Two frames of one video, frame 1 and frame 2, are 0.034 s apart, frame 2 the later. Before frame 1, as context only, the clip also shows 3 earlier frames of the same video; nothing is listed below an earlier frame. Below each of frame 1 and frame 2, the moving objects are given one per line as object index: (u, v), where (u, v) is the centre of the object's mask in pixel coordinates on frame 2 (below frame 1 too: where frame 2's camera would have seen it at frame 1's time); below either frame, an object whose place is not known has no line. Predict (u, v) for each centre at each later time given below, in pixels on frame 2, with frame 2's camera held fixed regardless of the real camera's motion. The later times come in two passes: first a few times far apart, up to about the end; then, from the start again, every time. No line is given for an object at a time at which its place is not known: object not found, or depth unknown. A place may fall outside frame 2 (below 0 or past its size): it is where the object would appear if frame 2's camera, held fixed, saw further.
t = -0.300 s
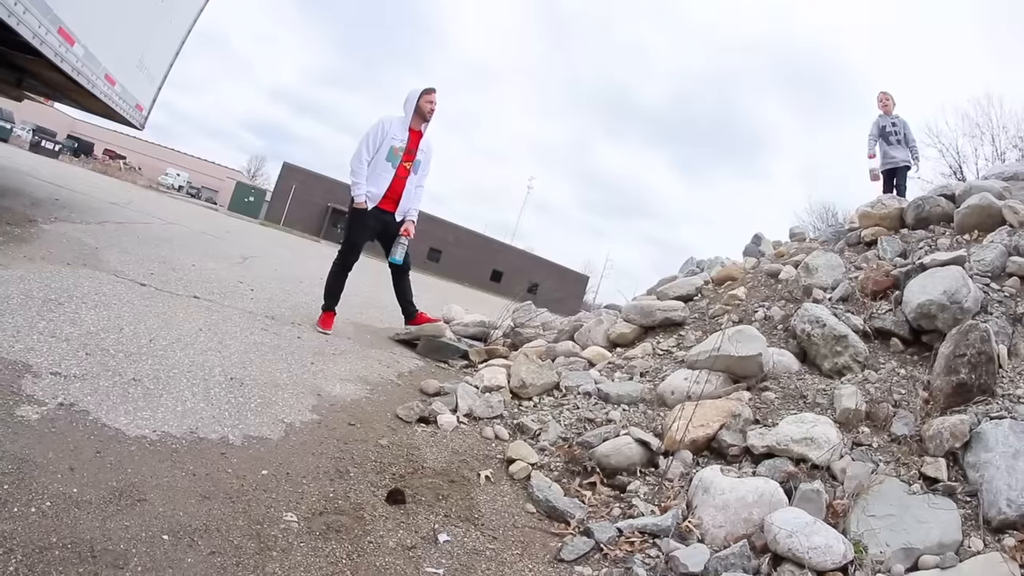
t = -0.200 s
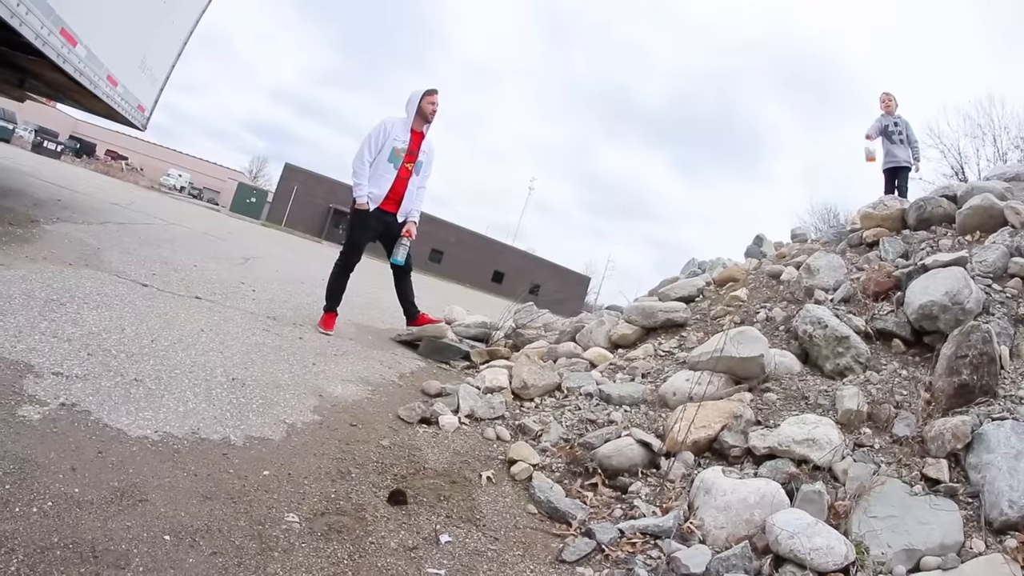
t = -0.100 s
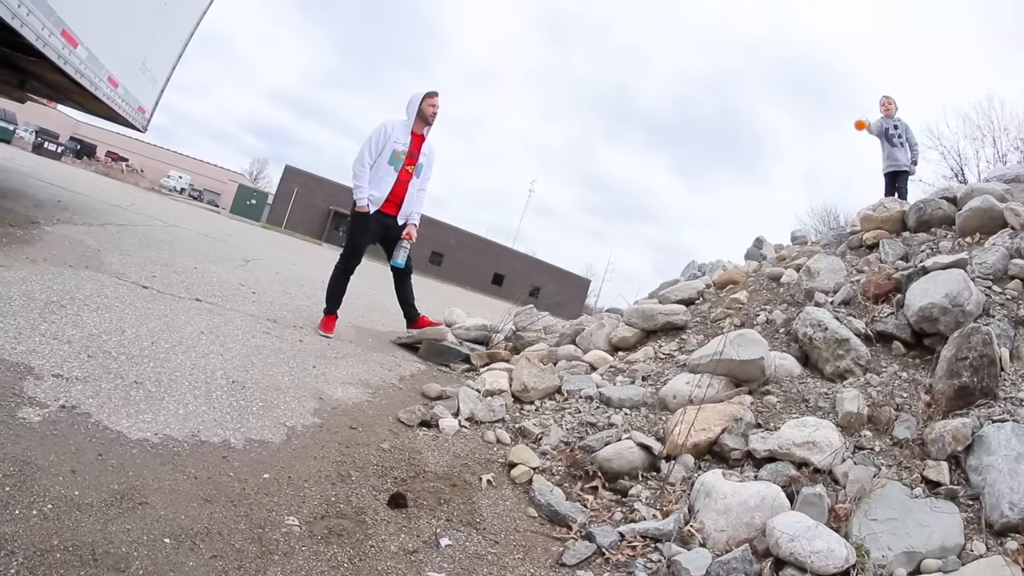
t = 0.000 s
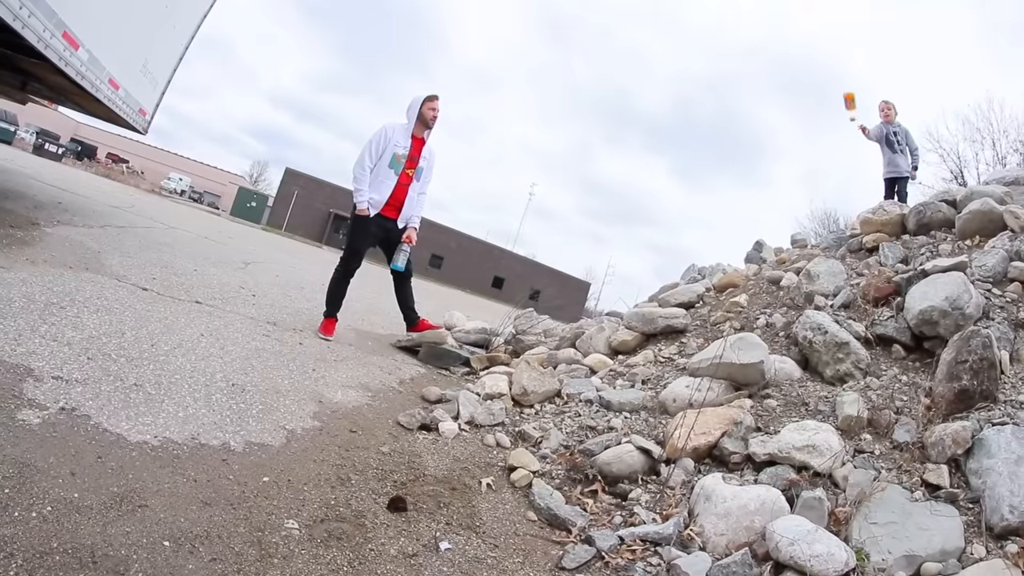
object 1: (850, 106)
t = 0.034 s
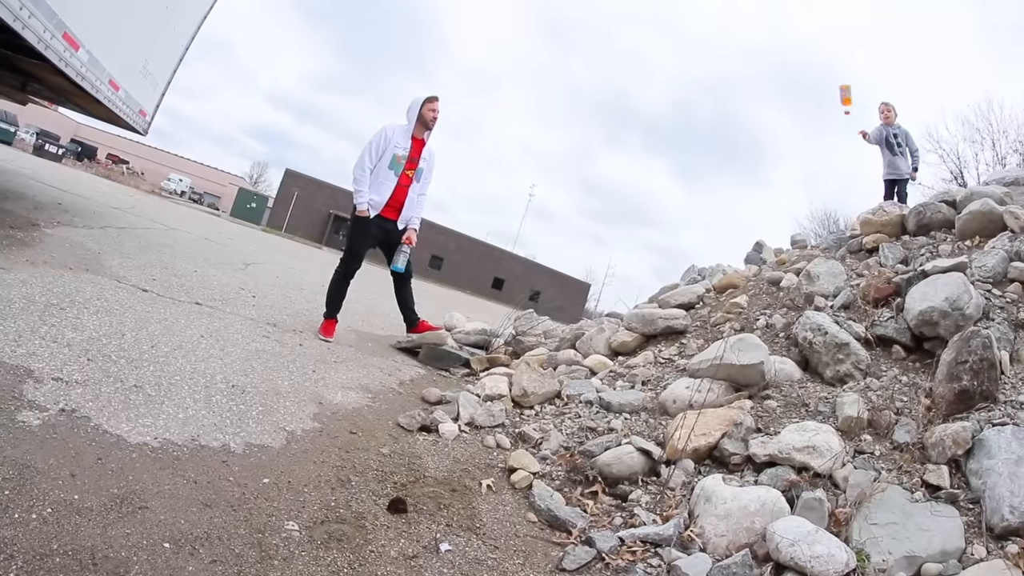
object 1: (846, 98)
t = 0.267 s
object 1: (814, 77)
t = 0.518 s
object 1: (757, 149)
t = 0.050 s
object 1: (843, 94)
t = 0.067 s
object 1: (842, 91)
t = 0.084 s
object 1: (839, 87)
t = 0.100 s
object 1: (837, 84)
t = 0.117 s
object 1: (835, 82)
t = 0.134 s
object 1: (833, 80)
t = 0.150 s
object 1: (830, 79)
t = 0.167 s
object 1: (828, 78)
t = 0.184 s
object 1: (826, 76)
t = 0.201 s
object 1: (824, 76)
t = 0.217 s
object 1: (822, 75)
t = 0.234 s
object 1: (820, 75)
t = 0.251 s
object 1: (817, 76)
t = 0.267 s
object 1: (814, 77)
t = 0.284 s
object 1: (812, 78)
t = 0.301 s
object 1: (809, 79)
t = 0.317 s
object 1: (806, 80)
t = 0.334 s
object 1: (803, 83)
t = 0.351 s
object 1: (800, 85)
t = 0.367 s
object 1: (797, 88)
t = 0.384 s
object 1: (794, 92)
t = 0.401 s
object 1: (790, 96)
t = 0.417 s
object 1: (787, 100)
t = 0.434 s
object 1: (783, 106)
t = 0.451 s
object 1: (779, 113)
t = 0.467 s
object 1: (774, 121)
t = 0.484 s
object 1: (769, 129)
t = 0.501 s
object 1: (763, 139)
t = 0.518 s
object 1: (757, 149)
